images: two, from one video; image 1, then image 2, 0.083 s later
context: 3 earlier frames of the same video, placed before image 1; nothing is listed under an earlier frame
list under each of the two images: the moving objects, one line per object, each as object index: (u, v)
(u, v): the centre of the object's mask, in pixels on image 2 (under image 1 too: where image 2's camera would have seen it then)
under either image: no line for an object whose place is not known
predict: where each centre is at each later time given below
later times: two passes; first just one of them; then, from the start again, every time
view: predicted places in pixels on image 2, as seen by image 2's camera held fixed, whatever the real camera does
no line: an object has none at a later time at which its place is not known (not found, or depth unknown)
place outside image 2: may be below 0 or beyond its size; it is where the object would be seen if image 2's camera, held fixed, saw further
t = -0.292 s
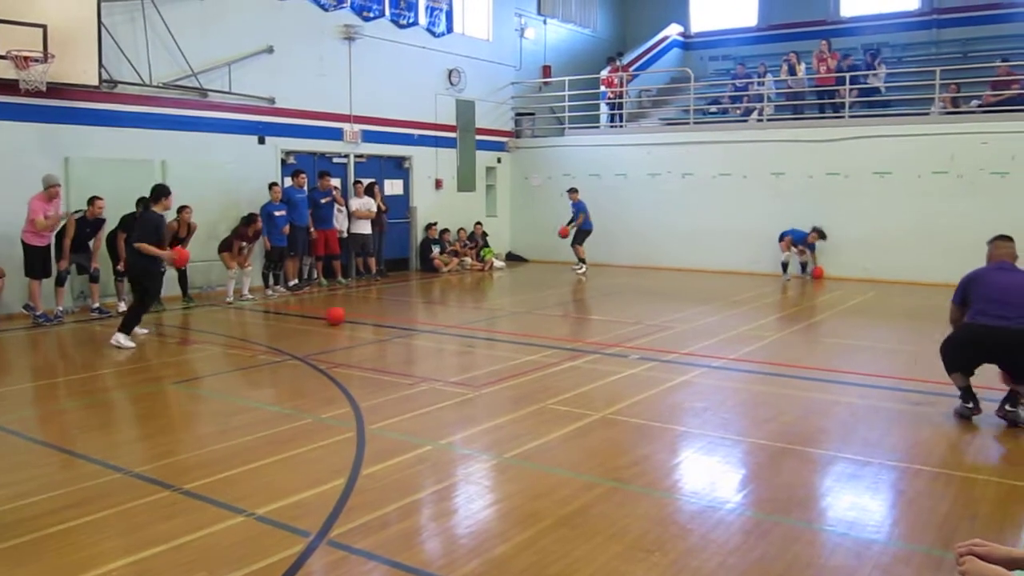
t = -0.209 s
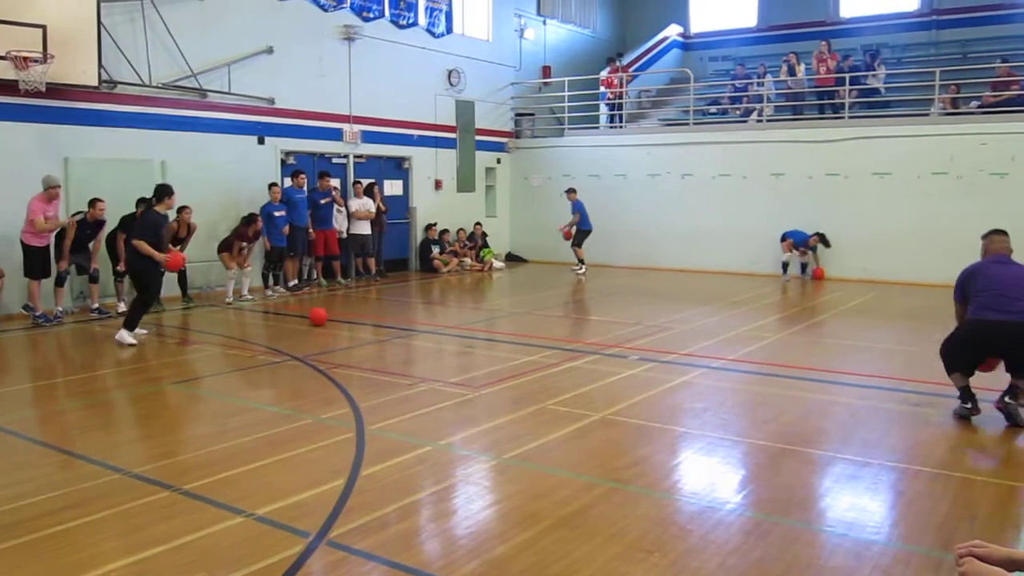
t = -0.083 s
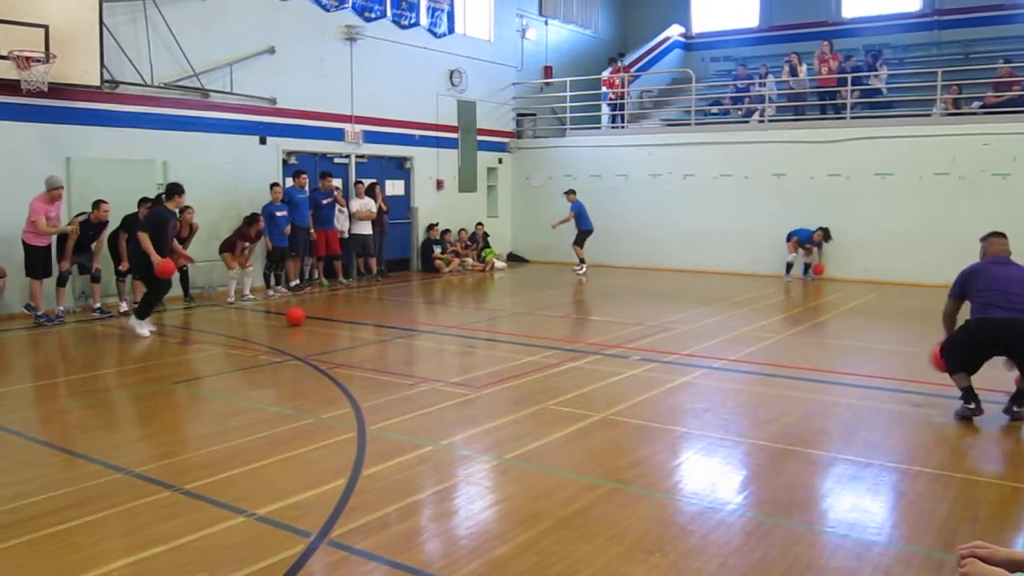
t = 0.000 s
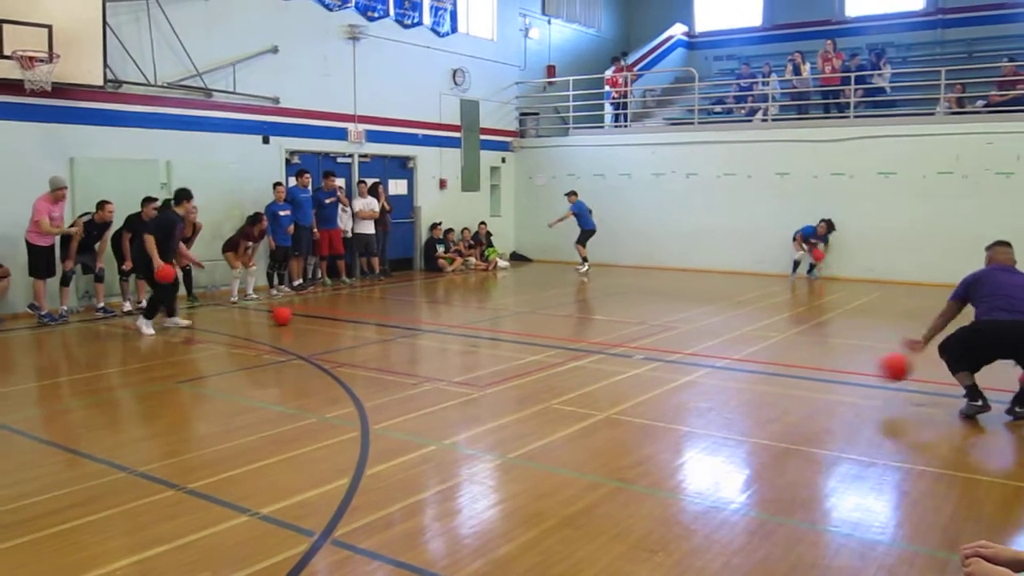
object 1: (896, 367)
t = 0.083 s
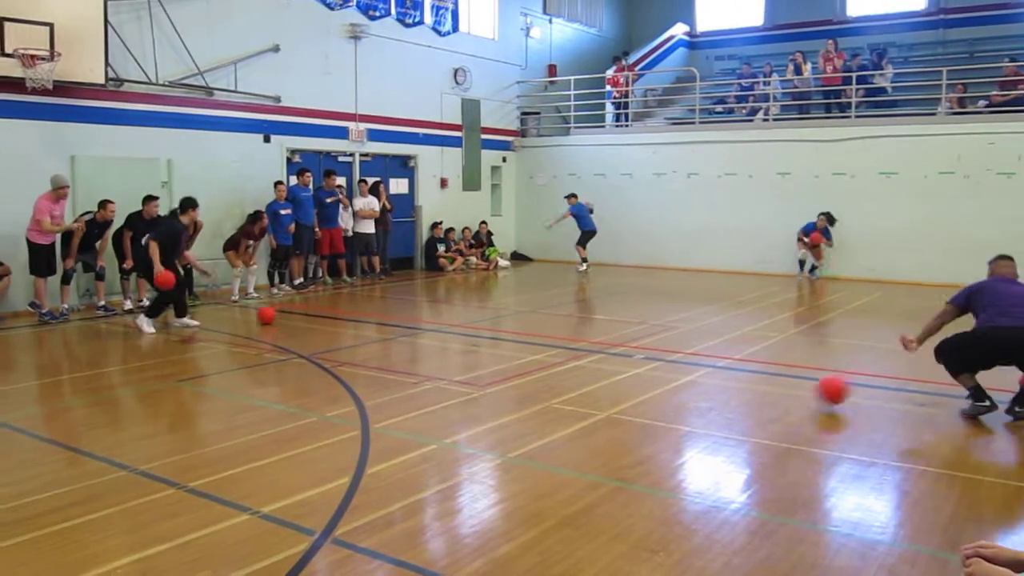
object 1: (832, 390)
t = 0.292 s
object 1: (721, 386)
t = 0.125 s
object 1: (805, 395)
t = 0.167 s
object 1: (786, 390)
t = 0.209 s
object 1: (764, 386)
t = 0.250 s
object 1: (742, 385)
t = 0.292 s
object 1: (721, 386)
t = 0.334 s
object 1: (699, 390)
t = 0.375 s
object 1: (675, 397)
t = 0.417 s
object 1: (651, 407)
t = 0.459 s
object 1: (627, 419)
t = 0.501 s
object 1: (602, 416)
